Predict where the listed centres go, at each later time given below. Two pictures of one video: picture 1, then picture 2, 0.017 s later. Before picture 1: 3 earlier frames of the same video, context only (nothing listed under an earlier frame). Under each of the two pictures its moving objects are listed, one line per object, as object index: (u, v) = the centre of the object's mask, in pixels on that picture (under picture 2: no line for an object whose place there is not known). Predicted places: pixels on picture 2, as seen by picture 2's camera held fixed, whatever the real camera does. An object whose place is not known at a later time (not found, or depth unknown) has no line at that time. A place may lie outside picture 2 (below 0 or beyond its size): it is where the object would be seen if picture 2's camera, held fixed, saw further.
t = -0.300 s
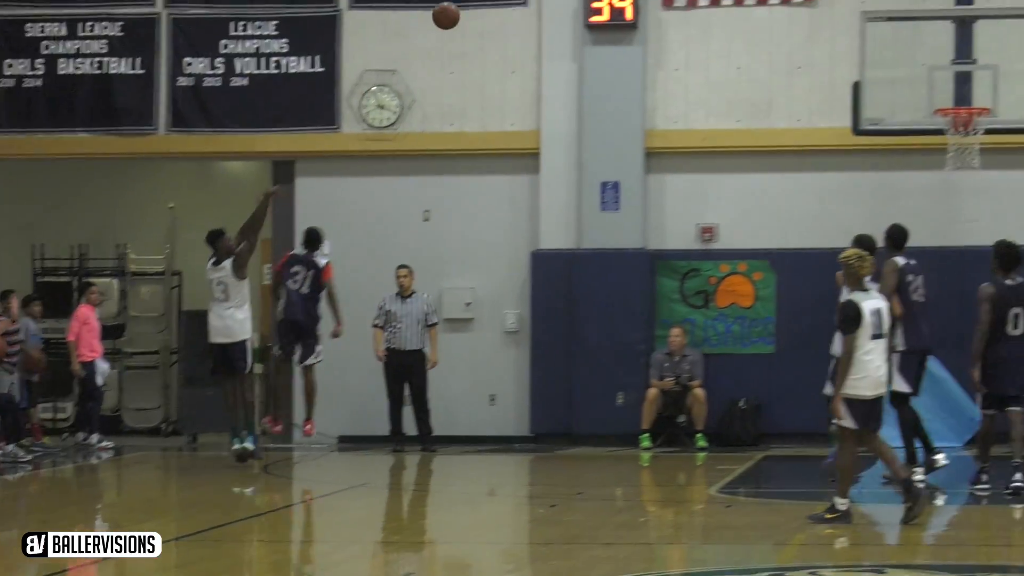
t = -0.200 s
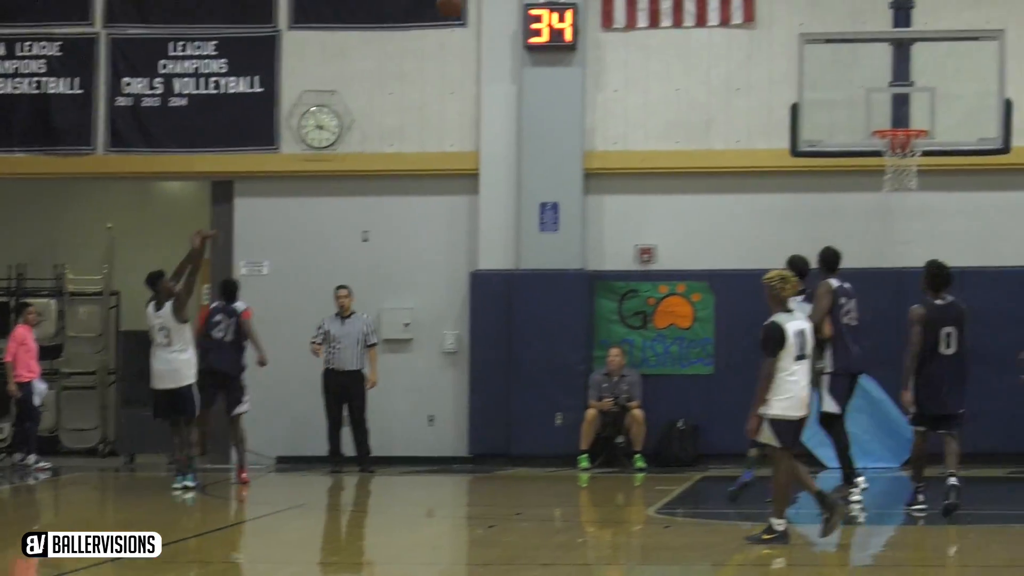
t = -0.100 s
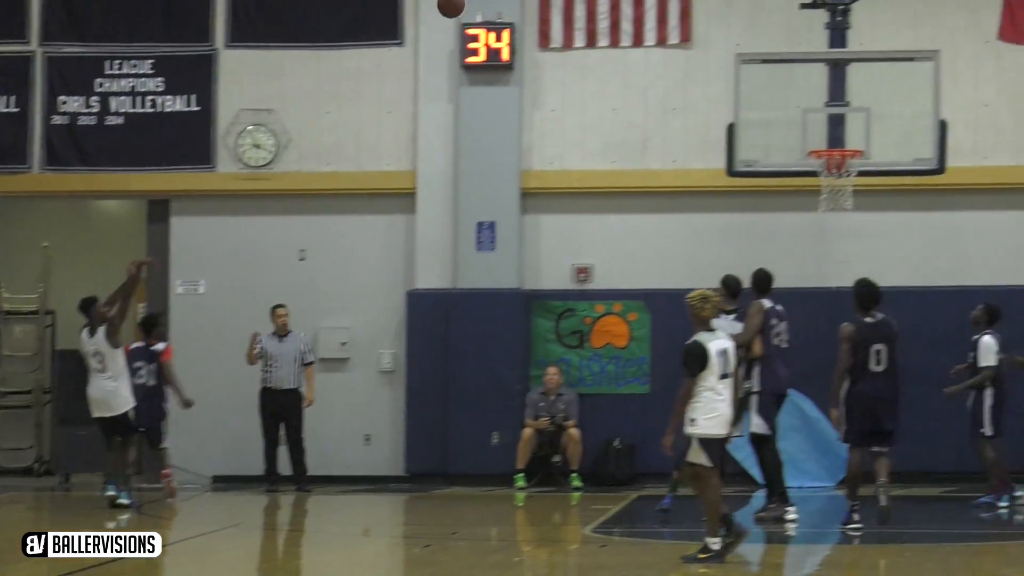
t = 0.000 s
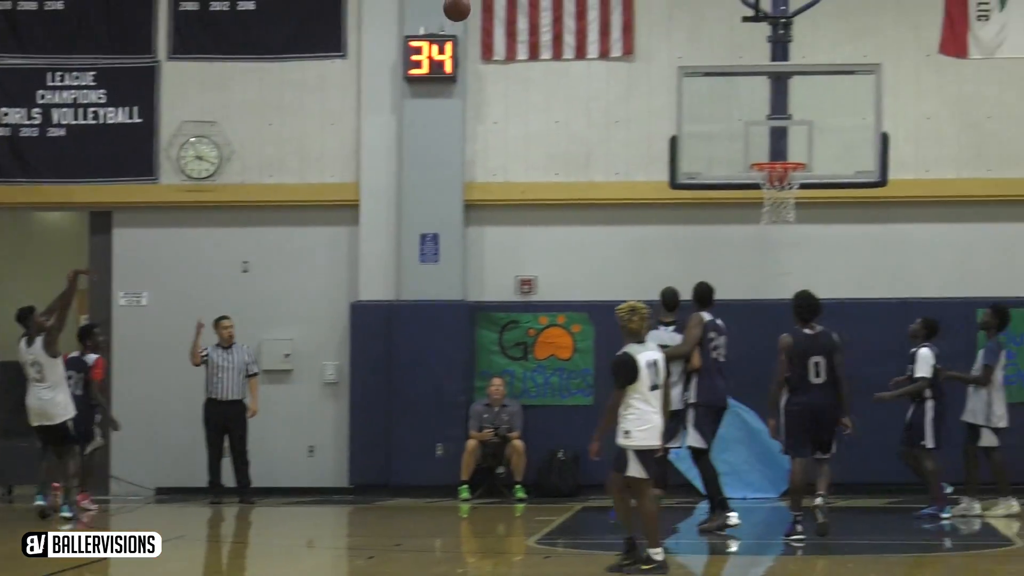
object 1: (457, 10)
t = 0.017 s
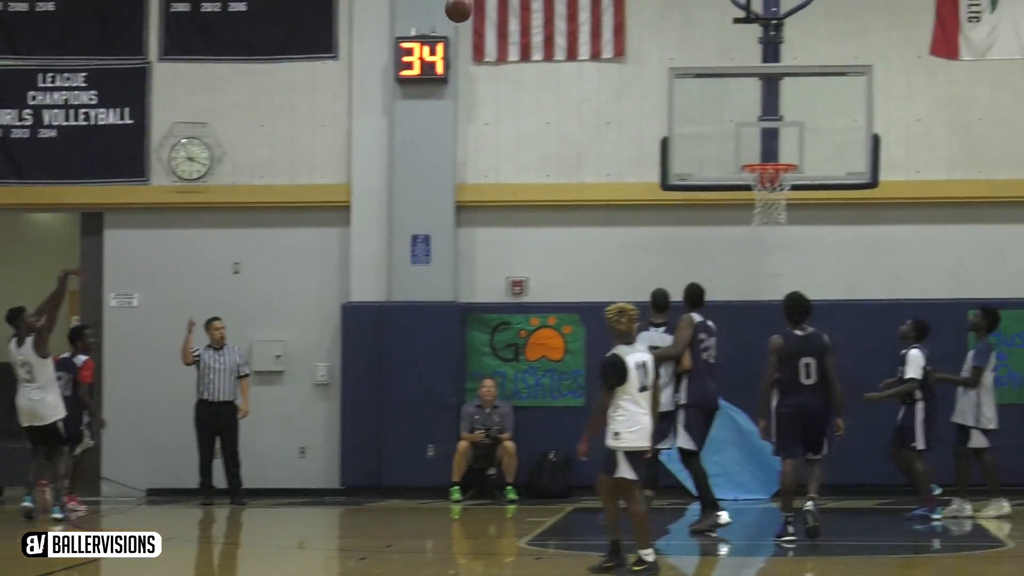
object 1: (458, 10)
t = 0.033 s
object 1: (470, 10)
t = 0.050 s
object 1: (481, 9)
